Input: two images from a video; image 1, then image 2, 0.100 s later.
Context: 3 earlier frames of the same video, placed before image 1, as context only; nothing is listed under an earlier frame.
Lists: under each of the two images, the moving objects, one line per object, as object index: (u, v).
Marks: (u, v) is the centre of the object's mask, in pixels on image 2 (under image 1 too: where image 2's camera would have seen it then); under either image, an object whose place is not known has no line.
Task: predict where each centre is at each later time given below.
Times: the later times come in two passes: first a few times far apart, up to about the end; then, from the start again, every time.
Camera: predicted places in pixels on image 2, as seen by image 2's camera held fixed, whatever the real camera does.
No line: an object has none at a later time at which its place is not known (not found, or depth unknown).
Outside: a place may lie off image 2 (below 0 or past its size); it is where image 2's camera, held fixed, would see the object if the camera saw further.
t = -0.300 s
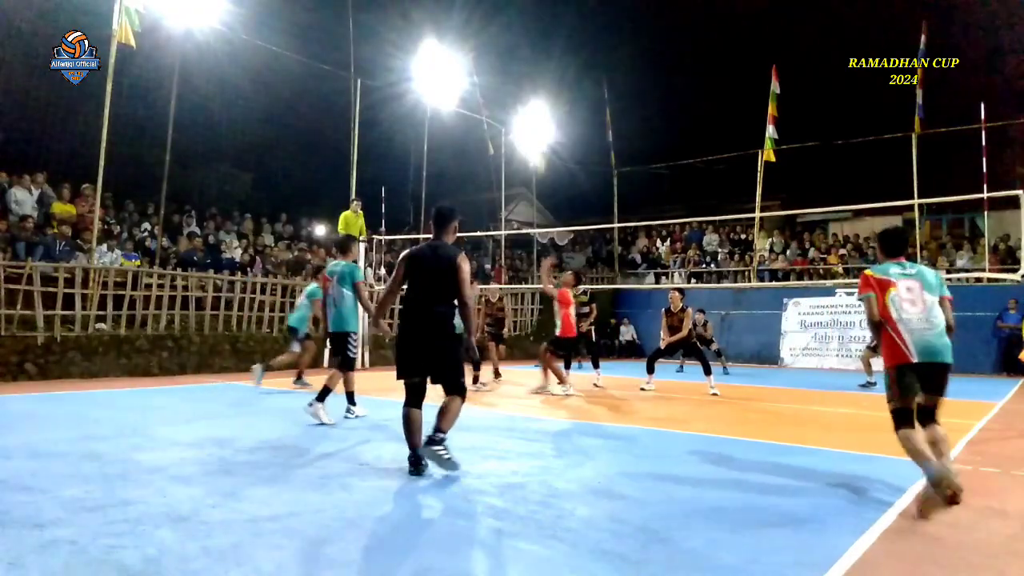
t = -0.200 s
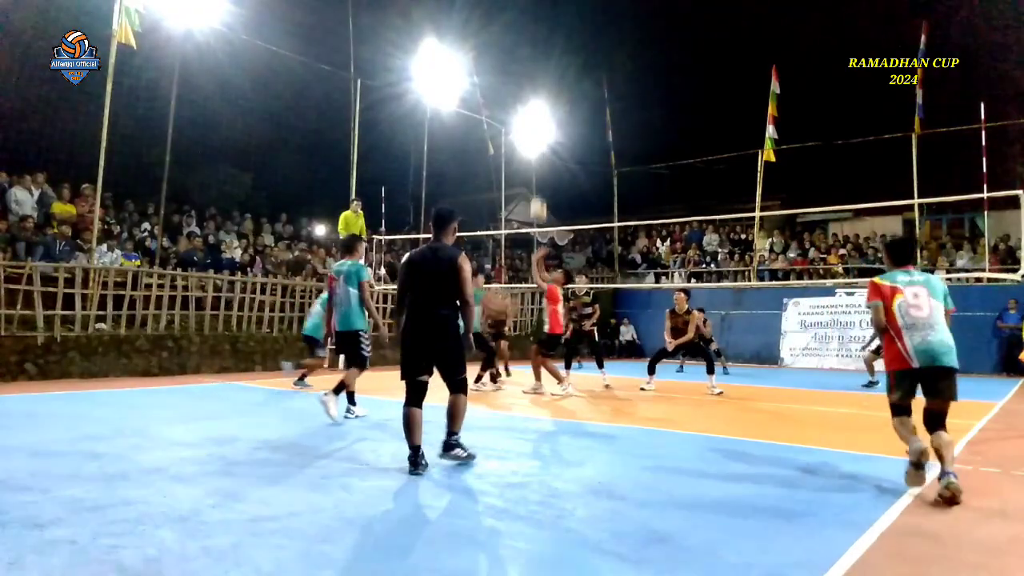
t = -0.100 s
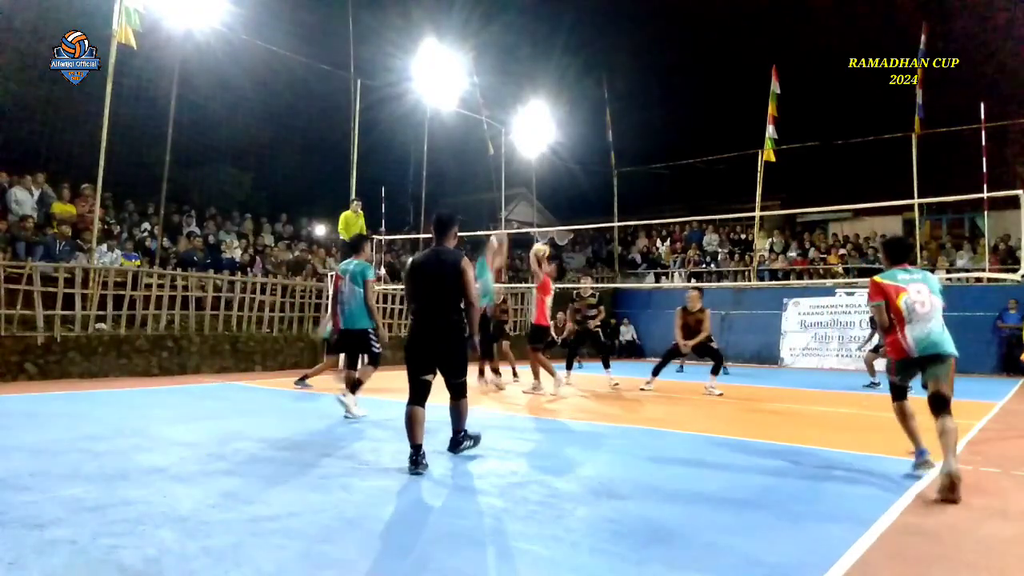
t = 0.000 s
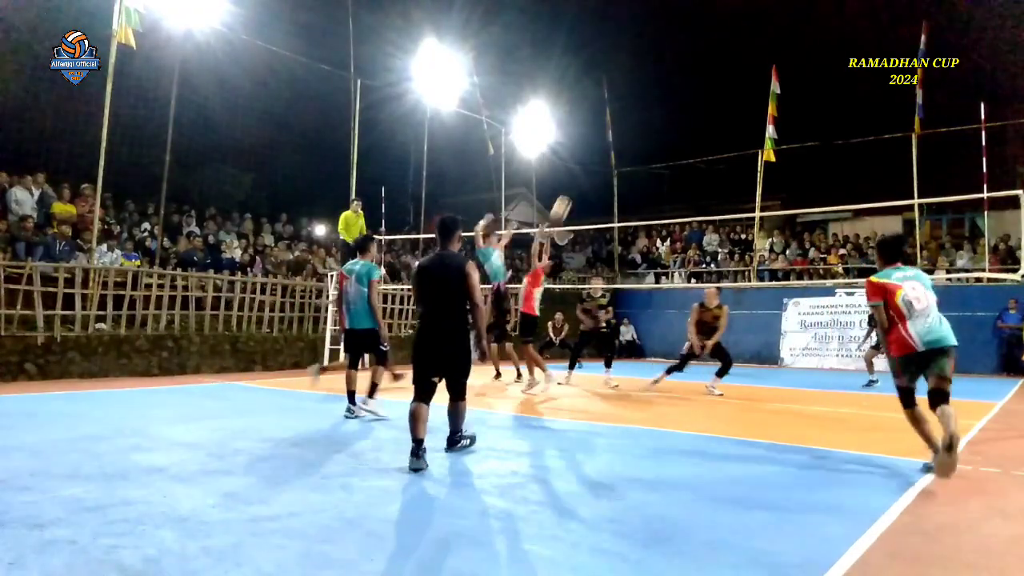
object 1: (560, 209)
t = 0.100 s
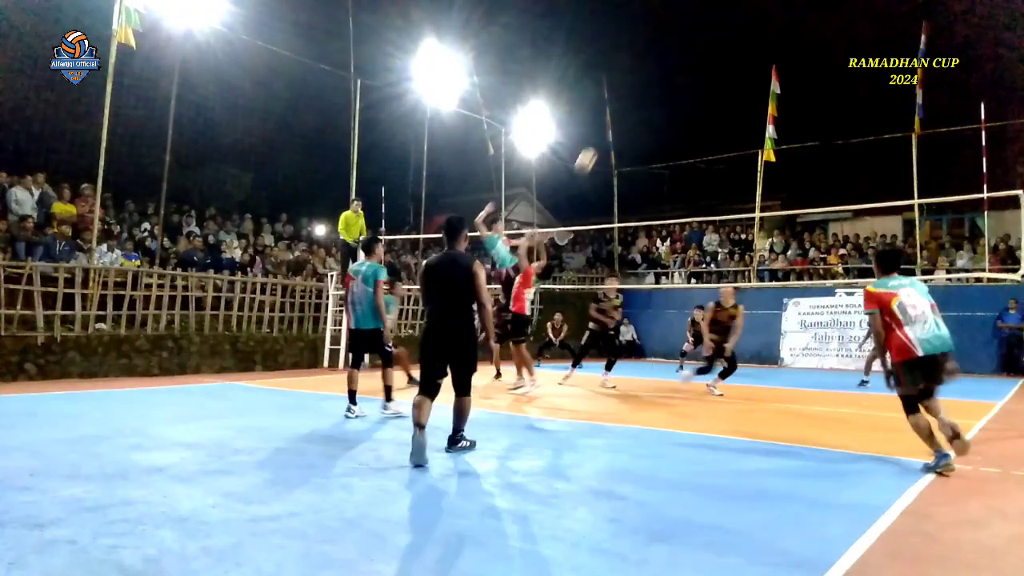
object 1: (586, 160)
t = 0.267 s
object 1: (627, 94)
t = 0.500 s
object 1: (688, 35)
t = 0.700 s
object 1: (744, 16)
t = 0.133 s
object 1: (594, 146)
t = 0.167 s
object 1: (602, 132)
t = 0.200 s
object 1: (611, 117)
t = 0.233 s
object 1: (620, 104)
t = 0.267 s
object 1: (627, 94)
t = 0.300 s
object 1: (635, 83)
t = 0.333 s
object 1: (645, 72)
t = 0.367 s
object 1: (653, 63)
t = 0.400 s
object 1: (661, 55)
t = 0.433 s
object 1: (671, 47)
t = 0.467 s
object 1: (679, 40)
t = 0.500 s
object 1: (688, 35)
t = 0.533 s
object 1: (698, 29)
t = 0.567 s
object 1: (707, 24)
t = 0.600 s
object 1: (715, 21)
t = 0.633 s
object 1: (725, 18)
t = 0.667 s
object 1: (735, 17)
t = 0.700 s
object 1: (744, 16)
